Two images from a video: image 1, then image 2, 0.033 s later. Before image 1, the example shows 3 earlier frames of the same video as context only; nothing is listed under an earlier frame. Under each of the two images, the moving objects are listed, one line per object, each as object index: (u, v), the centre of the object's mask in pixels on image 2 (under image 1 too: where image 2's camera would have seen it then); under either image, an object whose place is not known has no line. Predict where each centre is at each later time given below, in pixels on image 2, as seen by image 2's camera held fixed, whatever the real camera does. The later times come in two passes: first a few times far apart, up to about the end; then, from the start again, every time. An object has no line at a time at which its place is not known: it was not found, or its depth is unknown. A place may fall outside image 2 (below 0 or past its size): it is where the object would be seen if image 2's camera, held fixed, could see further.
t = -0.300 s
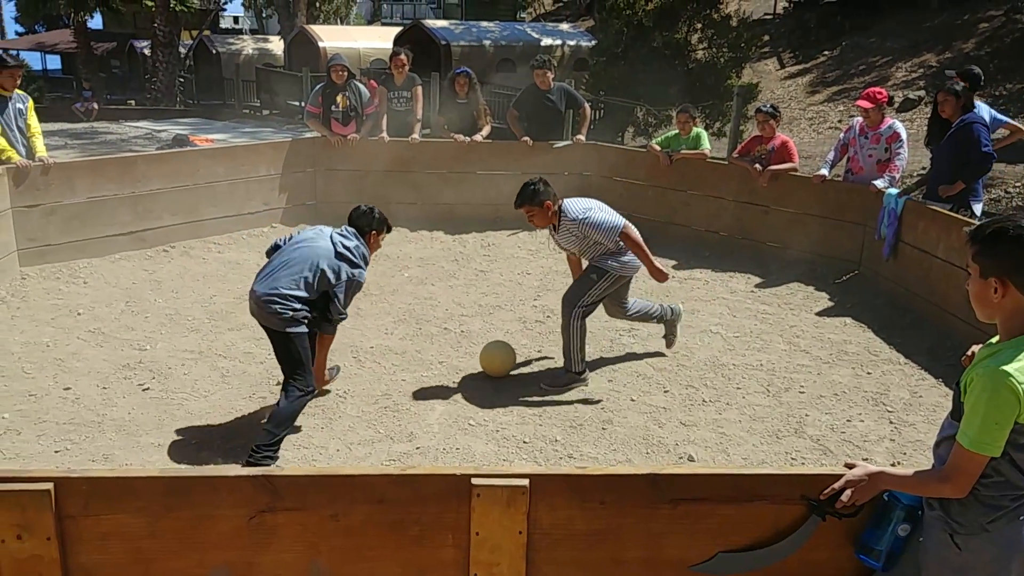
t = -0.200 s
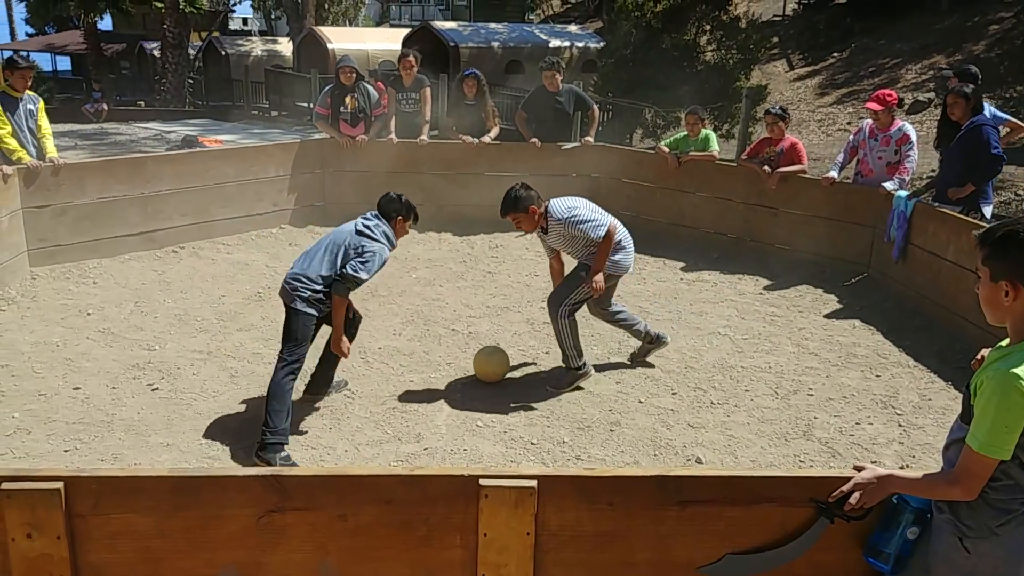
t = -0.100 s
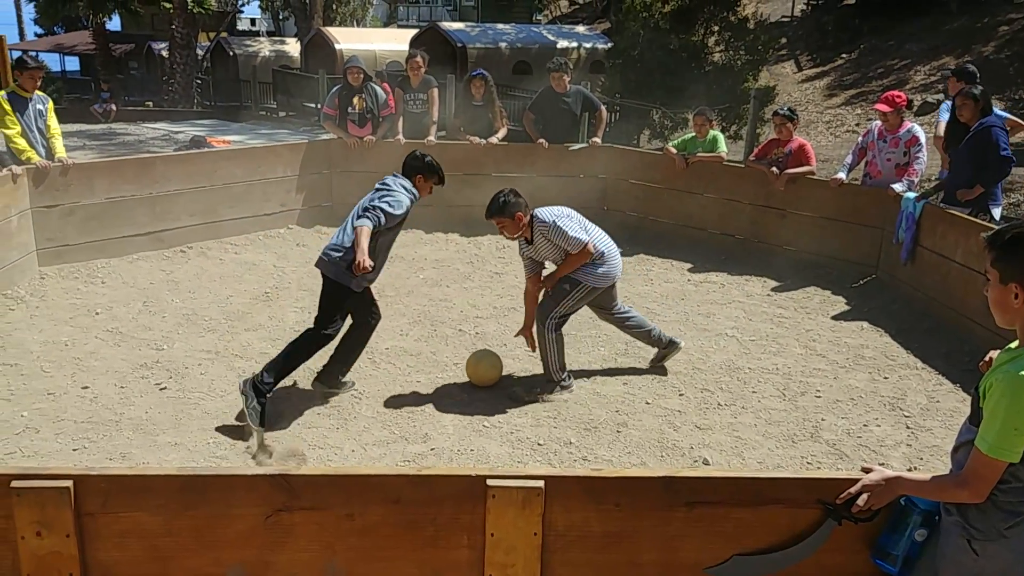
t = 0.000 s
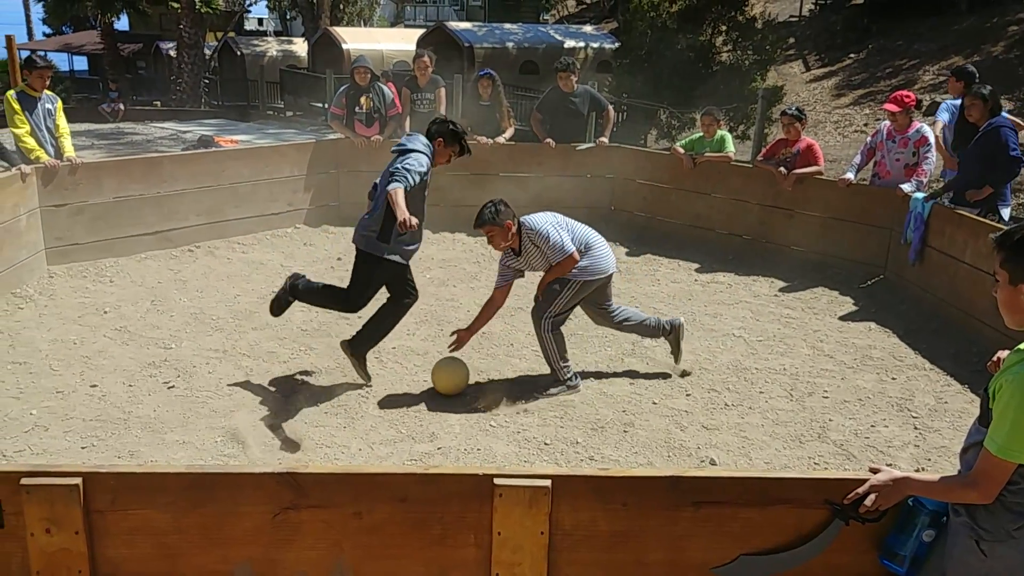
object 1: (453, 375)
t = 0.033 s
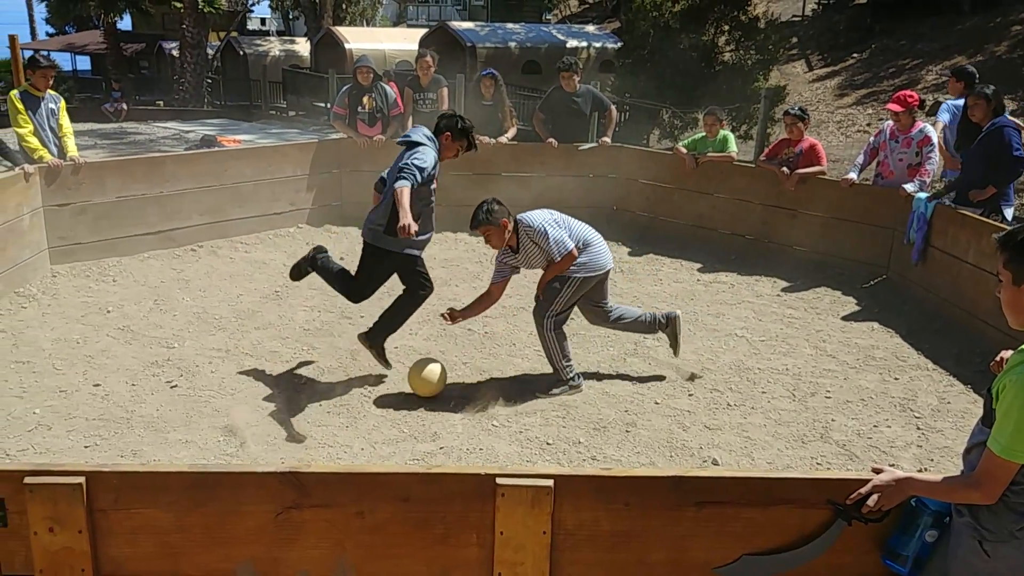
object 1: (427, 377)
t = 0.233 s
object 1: (258, 407)
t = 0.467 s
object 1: (29, 442)
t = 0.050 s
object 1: (414, 379)
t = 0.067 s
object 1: (401, 381)
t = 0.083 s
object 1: (387, 384)
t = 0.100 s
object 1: (373, 387)
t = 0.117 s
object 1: (359, 392)
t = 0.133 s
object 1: (346, 396)
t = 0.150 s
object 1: (331, 401)
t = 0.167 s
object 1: (317, 403)
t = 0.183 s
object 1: (303, 403)
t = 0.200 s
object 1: (288, 404)
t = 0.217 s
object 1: (273, 405)
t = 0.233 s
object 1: (258, 407)
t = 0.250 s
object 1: (243, 410)
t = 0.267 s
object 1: (227, 413)
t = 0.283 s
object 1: (212, 417)
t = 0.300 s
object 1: (196, 422)
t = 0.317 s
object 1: (180, 427)
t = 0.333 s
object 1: (164, 432)
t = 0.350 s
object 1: (147, 434)
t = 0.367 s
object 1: (131, 434)
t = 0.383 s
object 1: (114, 434)
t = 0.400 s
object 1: (97, 435)
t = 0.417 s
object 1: (80, 436)
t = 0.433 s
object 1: (62, 438)
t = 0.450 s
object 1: (46, 440)
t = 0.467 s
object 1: (29, 442)
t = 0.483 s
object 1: (12, 443)
